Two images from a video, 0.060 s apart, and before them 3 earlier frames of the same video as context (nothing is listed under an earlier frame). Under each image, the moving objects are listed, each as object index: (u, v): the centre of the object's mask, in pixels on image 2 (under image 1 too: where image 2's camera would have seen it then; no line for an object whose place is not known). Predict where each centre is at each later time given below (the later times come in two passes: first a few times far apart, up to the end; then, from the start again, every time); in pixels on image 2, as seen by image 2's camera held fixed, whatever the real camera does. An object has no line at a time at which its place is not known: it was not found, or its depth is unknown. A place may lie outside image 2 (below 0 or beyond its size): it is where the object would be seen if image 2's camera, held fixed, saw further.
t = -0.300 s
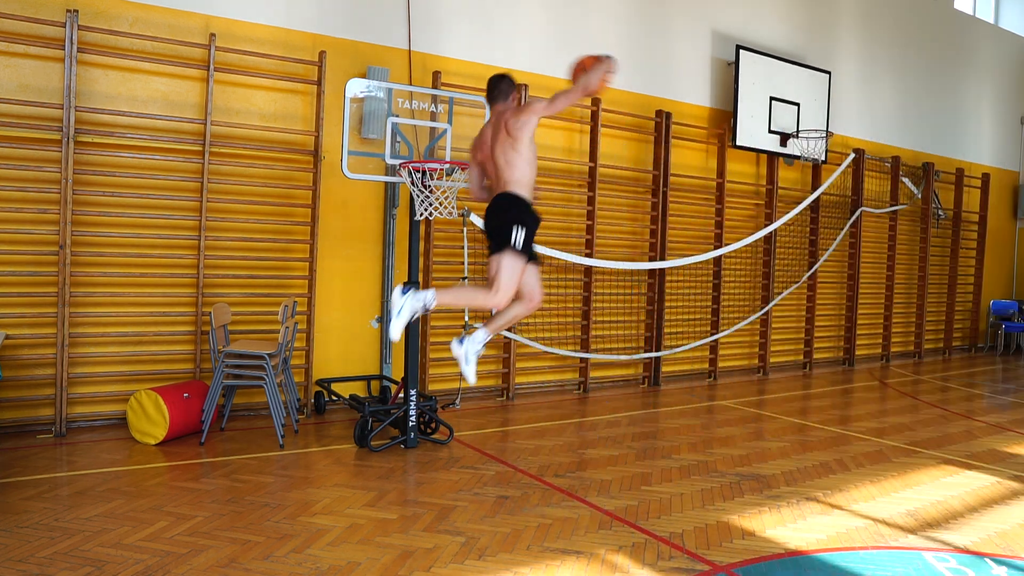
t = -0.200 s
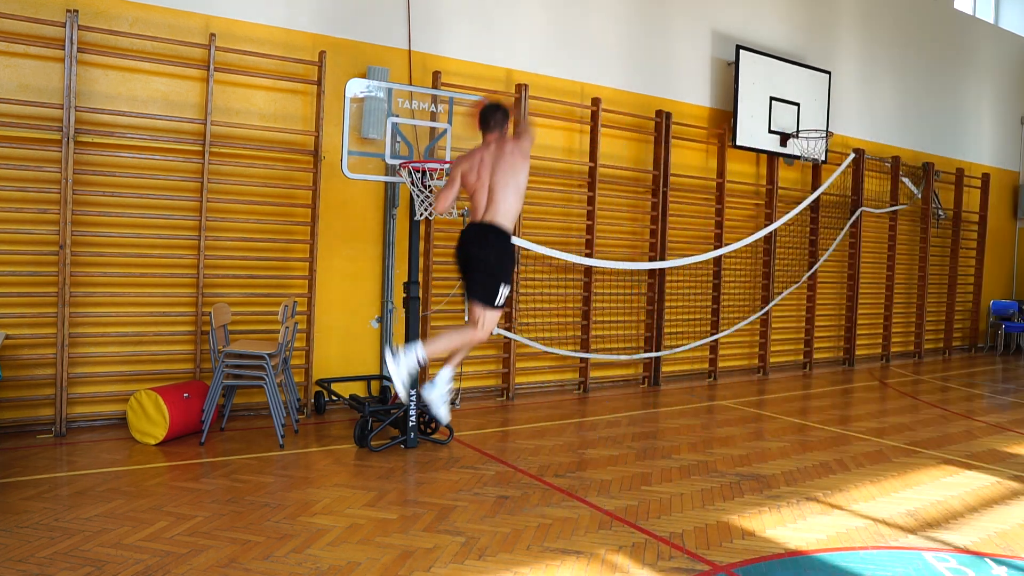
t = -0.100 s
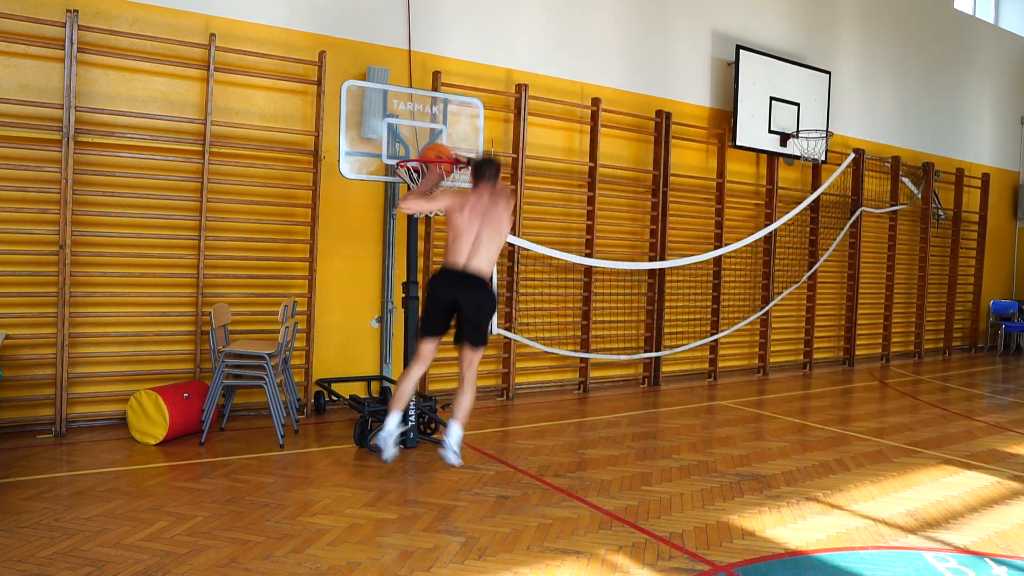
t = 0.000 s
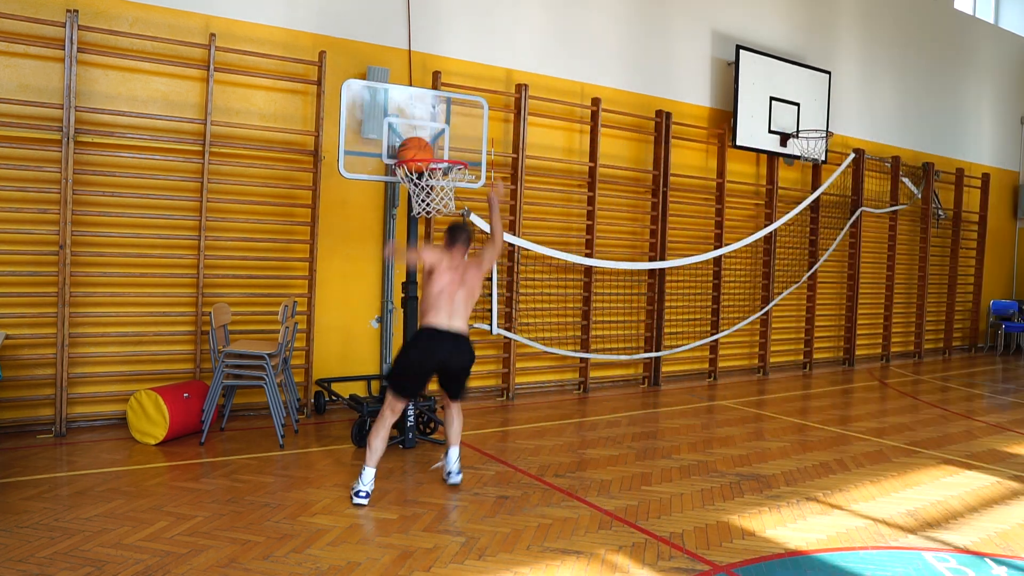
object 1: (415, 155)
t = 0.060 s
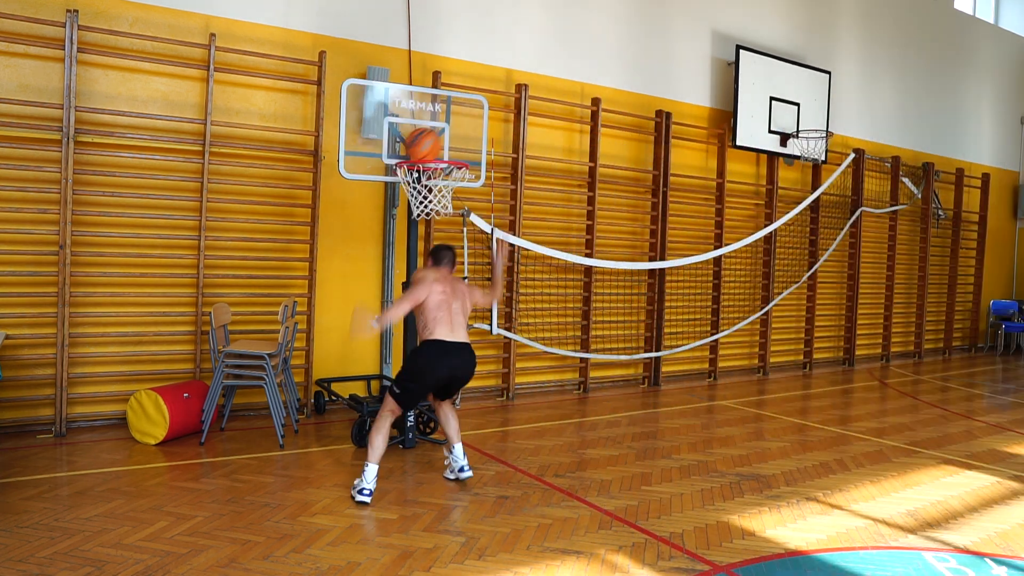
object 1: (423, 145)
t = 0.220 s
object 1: (476, 138)
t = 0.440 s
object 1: (550, 192)
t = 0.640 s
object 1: (621, 312)
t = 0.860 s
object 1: (687, 436)
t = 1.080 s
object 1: (719, 312)
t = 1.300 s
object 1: (748, 261)
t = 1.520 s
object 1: (773, 288)
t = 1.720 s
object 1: (793, 383)
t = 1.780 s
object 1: (797, 420)
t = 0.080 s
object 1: (429, 143)
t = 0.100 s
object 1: (435, 140)
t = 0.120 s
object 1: (442, 139)
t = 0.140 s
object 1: (449, 137)
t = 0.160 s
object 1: (455, 136)
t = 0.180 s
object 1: (462, 136)
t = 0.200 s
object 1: (469, 137)
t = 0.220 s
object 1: (476, 138)
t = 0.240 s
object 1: (482, 140)
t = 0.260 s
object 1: (489, 142)
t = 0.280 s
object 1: (495, 145)
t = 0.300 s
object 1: (503, 149)
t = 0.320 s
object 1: (509, 153)
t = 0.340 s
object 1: (516, 158)
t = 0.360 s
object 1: (523, 163)
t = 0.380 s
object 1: (529, 170)
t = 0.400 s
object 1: (537, 176)
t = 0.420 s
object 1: (543, 184)
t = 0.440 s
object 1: (550, 192)
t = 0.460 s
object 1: (557, 201)
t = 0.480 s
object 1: (564, 211)
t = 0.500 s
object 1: (572, 221)
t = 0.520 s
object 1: (579, 232)
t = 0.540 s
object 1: (586, 242)
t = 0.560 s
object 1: (592, 254)
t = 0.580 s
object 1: (600, 269)
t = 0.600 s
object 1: (606, 282)
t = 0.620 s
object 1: (613, 296)
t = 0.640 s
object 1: (621, 312)
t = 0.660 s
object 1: (629, 329)
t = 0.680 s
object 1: (635, 343)
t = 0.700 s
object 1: (643, 363)
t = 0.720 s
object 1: (650, 382)
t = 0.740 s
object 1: (655, 398)
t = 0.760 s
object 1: (662, 416)
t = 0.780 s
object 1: (668, 436)
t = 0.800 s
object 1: (675, 456)
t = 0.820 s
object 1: (679, 466)
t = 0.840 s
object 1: (684, 450)
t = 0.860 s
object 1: (687, 436)
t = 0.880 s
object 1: (690, 422)
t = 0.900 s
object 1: (693, 408)
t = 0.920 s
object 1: (696, 395)
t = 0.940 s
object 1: (700, 382)
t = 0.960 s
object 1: (702, 372)
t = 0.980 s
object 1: (705, 361)
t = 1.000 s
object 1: (708, 350)
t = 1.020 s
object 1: (711, 338)
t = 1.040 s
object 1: (714, 329)
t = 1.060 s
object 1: (716, 319)
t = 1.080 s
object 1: (719, 312)
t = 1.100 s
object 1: (722, 304)
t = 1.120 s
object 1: (725, 297)
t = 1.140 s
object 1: (728, 291)
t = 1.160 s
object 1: (730, 284)
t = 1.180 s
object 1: (733, 280)
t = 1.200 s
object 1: (735, 275)
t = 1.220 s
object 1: (738, 271)
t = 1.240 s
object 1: (740, 268)
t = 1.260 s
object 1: (743, 265)
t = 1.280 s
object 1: (746, 262)
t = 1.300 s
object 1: (748, 261)
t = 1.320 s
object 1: (750, 260)
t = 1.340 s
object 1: (753, 260)
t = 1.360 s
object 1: (755, 261)
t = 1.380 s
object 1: (757, 262)
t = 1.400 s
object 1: (760, 264)
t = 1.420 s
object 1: (762, 266)
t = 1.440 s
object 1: (764, 270)
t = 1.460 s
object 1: (766, 273)
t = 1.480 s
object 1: (769, 277)
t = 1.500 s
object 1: (771, 282)
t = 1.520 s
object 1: (773, 288)
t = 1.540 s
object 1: (775, 294)
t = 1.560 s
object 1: (777, 302)
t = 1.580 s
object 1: (779, 309)
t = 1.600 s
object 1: (782, 318)
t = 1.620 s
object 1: (784, 327)
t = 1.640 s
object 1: (786, 337)
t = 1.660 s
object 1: (788, 347)
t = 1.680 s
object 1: (789, 358)
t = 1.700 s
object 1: (791, 370)
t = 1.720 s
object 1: (793, 383)
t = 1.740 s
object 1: (794, 394)
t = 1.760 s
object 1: (795, 407)
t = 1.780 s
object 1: (797, 420)
